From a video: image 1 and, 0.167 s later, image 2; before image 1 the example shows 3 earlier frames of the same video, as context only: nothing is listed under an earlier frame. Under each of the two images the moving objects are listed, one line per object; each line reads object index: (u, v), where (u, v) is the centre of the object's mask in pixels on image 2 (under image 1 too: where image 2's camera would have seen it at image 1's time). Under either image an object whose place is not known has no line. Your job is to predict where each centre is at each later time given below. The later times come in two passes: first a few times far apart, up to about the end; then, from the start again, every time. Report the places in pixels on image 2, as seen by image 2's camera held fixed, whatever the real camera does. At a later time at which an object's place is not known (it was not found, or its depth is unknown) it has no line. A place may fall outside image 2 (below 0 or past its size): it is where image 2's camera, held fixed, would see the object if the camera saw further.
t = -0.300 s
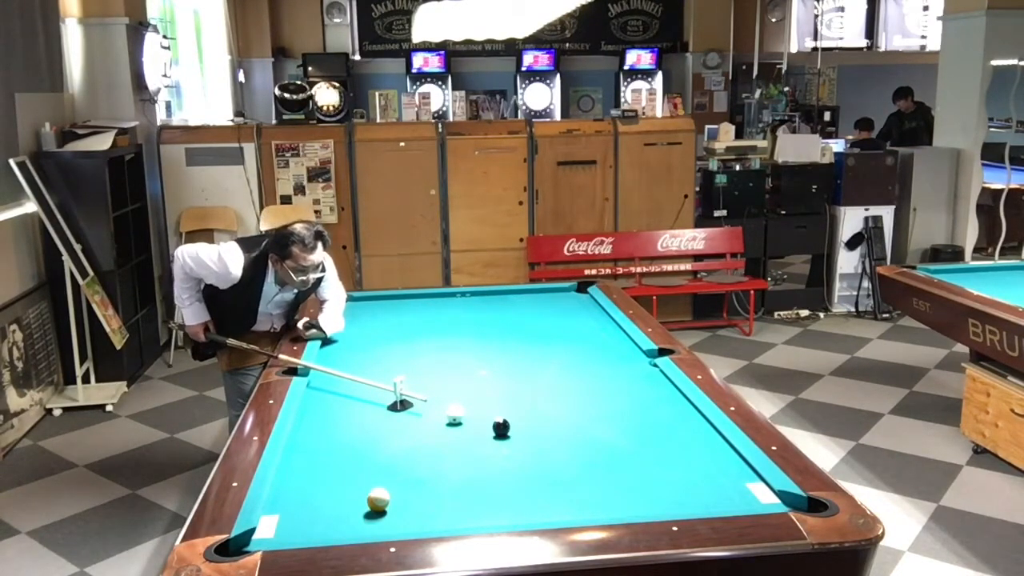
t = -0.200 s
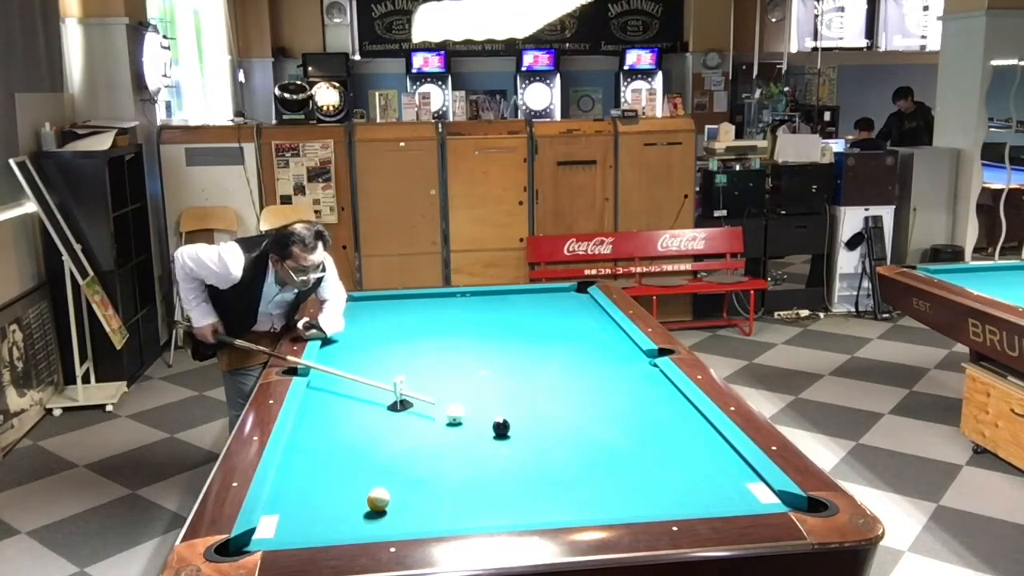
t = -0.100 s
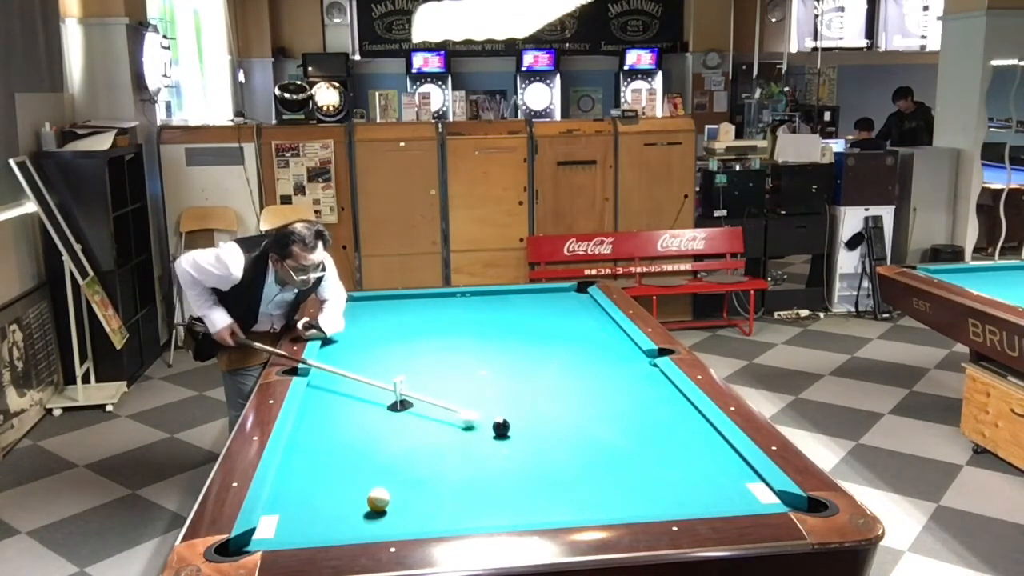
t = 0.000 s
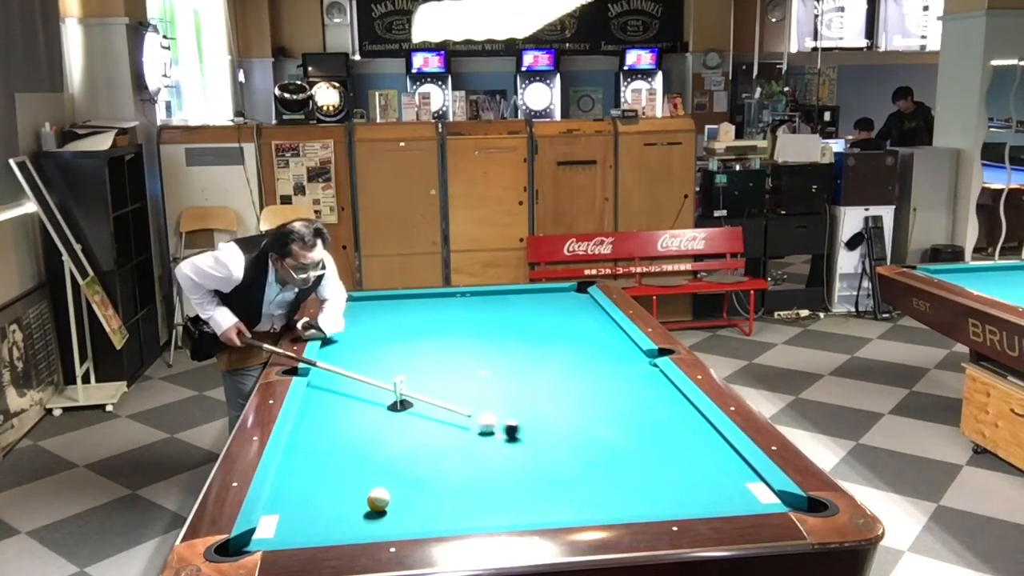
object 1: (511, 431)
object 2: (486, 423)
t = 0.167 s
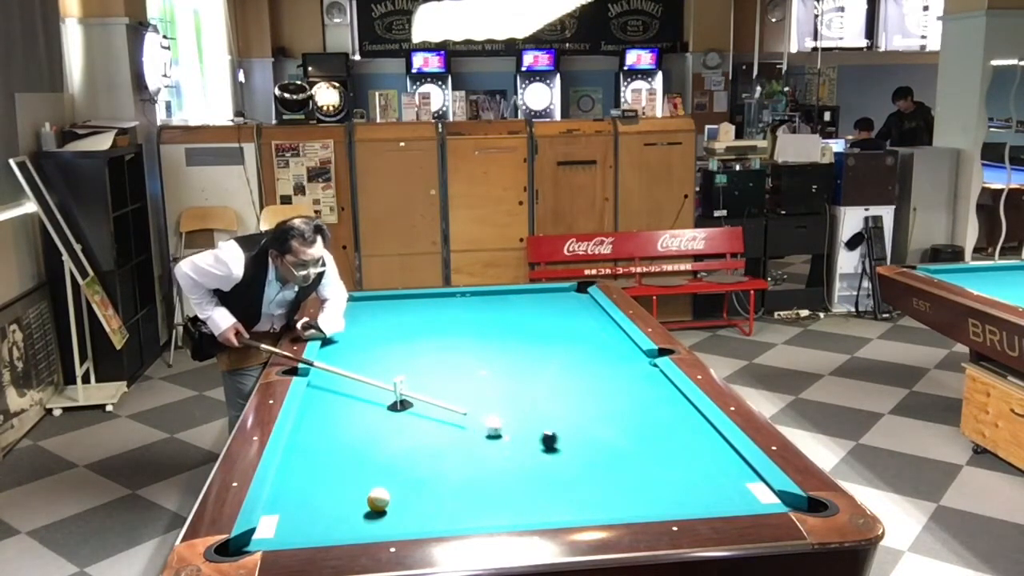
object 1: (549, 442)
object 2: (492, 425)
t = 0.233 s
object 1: (562, 446)
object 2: (497, 427)
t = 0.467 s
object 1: (613, 459)
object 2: (510, 432)
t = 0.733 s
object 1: (674, 476)
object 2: (524, 438)
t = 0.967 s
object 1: (728, 488)
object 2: (535, 442)
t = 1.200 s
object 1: (788, 502)
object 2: (546, 446)
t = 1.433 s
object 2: (556, 450)
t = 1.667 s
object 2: (566, 453)
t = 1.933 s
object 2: (576, 457)
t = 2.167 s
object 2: (584, 460)
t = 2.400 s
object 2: (591, 463)
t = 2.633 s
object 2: (597, 465)
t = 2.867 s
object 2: (603, 467)
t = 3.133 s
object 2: (608, 469)
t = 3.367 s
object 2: (612, 470)
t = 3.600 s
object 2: (614, 470)
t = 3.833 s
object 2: (616, 471)
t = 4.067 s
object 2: (616, 471)
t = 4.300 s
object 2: (615, 471)
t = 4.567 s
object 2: (615, 471)
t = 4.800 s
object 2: (616, 471)
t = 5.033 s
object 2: (616, 471)
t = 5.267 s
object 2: (616, 471)
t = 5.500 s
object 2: (616, 471)
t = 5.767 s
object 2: (616, 471)
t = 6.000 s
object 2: (616, 471)
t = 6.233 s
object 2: (616, 471)
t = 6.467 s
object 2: (616, 471)
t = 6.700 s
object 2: (616, 471)
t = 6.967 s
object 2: (615, 471)
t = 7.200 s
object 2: (615, 472)
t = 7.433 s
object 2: (616, 472)
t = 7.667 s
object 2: (615, 472)
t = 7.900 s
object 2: (616, 472)
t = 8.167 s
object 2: (616, 472)
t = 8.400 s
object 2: (616, 472)
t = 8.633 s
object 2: (616, 472)
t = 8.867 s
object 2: (616, 472)
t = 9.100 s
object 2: (616, 471)
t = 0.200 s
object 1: (556, 444)
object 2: (495, 426)
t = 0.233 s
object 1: (562, 446)
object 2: (497, 427)
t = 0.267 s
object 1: (570, 447)
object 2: (499, 428)
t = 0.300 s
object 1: (577, 450)
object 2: (501, 428)
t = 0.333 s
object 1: (584, 452)
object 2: (503, 429)
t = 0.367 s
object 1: (591, 453)
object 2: (505, 430)
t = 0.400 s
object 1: (598, 455)
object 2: (506, 430)
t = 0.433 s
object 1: (606, 457)
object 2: (508, 431)
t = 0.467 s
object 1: (613, 459)
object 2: (510, 432)
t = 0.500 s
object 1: (621, 461)
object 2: (511, 432)
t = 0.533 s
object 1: (628, 464)
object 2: (513, 432)
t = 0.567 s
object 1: (635, 465)
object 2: (515, 434)
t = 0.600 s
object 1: (643, 467)
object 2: (517, 435)
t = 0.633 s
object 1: (651, 469)
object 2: (518, 435)
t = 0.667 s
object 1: (658, 471)
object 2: (520, 436)
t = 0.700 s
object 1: (666, 473)
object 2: (522, 437)
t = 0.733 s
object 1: (674, 476)
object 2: (524, 438)
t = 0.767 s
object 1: (682, 478)
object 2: (525, 438)
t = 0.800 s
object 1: (690, 480)
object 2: (527, 439)
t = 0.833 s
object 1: (698, 482)
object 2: (529, 439)
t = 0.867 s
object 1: (706, 484)
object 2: (530, 440)
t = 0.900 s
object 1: (714, 486)
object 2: (532, 440)
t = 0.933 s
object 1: (720, 486)
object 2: (533, 441)
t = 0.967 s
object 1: (728, 488)
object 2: (535, 442)
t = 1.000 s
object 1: (736, 491)
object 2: (536, 442)
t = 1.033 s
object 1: (745, 493)
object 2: (538, 443)
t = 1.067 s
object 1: (753, 494)
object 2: (539, 443)
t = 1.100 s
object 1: (762, 497)
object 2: (541, 444)
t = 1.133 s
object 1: (771, 498)
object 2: (543, 445)
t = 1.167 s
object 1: (778, 500)
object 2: (544, 446)
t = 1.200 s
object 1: (788, 502)
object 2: (546, 446)
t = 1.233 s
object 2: (547, 447)
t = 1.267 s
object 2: (549, 447)
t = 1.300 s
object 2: (550, 448)
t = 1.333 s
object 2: (552, 448)
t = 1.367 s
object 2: (553, 449)
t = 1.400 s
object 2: (554, 449)
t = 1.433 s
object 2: (556, 450)
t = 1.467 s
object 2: (557, 450)
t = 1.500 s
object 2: (559, 451)
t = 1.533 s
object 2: (560, 451)
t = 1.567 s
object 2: (562, 452)
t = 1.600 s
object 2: (563, 452)
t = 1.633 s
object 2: (565, 453)
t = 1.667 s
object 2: (566, 453)
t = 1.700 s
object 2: (567, 454)
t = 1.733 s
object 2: (568, 454)
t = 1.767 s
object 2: (570, 455)
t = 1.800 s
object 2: (571, 455)
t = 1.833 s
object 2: (572, 455)
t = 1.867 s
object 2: (574, 456)
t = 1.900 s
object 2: (575, 456)
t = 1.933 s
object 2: (576, 457)
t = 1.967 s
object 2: (577, 457)
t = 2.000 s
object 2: (579, 458)
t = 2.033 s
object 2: (580, 458)
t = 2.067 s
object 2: (581, 459)
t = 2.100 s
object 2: (582, 459)
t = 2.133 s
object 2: (583, 459)
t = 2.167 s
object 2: (584, 460)
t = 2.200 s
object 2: (585, 460)
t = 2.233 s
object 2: (586, 461)
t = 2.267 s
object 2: (587, 461)
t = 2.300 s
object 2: (588, 461)
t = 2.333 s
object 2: (589, 462)
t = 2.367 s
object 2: (590, 462)
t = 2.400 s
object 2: (591, 463)
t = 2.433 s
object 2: (592, 463)
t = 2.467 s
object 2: (593, 463)
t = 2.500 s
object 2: (594, 463)
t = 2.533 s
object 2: (595, 464)
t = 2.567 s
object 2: (596, 464)
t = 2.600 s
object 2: (597, 465)
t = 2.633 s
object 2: (597, 465)
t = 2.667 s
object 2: (598, 466)
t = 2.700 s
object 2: (599, 466)
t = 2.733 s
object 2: (600, 466)
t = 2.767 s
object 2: (601, 466)
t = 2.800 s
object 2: (601, 466)
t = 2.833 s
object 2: (602, 467)
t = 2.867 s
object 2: (603, 467)
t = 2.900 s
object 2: (604, 467)
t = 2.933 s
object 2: (605, 468)
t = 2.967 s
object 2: (605, 468)
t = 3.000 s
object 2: (606, 468)
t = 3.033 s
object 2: (607, 468)
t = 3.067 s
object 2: (607, 468)
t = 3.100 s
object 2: (608, 469)
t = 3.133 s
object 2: (608, 469)
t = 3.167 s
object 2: (609, 469)
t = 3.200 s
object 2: (609, 469)
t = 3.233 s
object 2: (610, 469)
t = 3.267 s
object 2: (610, 469)
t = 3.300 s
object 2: (611, 470)
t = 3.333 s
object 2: (611, 470)
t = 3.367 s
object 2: (612, 470)
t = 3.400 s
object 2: (612, 470)
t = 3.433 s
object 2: (612, 470)
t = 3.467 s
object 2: (613, 470)
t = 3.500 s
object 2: (613, 470)
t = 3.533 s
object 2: (613, 470)
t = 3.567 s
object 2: (614, 470)
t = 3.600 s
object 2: (614, 470)
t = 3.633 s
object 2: (614, 470)
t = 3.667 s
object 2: (615, 471)
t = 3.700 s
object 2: (615, 471)
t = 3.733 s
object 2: (615, 471)
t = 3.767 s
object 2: (615, 471)
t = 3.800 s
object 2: (615, 471)
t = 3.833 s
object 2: (616, 471)
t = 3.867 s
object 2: (615, 471)
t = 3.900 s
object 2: (616, 471)
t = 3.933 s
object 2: (616, 471)
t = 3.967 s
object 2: (616, 471)
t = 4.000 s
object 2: (616, 471)
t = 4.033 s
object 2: (616, 471)
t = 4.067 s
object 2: (616, 471)
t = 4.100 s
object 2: (616, 471)
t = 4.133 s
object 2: (615, 471)
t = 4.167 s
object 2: (615, 471)
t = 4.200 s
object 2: (615, 471)
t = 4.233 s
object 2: (615, 471)
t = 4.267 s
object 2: (615, 471)
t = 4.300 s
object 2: (615, 471)
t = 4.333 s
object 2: (615, 471)
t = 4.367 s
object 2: (615, 471)
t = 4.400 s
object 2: (615, 471)
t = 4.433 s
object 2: (615, 471)
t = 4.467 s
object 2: (615, 471)
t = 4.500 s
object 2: (615, 471)
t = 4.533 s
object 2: (615, 471)
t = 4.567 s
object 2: (615, 471)
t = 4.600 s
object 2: (616, 471)
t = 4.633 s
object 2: (616, 471)
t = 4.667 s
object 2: (615, 471)
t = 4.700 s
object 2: (615, 471)
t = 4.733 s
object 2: (616, 471)
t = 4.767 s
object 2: (616, 471)
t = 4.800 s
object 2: (616, 471)
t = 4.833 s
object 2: (616, 471)
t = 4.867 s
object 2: (616, 471)
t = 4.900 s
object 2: (616, 471)
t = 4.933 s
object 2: (616, 471)
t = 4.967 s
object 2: (616, 471)
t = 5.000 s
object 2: (616, 471)
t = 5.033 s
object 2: (616, 471)
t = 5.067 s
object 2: (616, 471)
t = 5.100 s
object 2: (616, 471)
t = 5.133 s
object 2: (616, 471)
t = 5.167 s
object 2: (616, 471)
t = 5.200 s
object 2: (616, 471)
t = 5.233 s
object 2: (616, 471)
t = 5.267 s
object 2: (616, 471)
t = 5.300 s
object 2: (616, 471)
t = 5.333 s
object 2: (616, 471)
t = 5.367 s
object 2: (616, 471)
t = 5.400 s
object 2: (616, 471)
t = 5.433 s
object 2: (616, 471)
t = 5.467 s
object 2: (616, 471)
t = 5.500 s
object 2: (616, 471)
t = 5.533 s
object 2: (616, 471)
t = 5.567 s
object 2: (616, 471)
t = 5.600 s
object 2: (616, 471)
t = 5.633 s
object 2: (616, 471)
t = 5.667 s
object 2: (616, 471)
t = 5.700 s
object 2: (616, 471)
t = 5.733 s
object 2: (616, 471)
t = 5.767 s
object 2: (616, 471)
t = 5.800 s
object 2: (616, 471)
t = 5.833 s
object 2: (616, 471)
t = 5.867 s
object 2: (616, 471)
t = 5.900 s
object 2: (616, 471)
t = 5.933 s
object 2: (616, 471)
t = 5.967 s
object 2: (616, 471)
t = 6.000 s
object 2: (616, 471)
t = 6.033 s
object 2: (616, 471)
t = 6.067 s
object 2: (616, 471)
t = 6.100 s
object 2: (616, 471)
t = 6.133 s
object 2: (616, 471)
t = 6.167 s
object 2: (616, 471)
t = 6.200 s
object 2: (616, 471)
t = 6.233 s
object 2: (616, 471)
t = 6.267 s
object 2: (616, 471)
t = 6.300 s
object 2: (616, 471)
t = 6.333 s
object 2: (616, 471)
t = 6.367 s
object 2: (616, 471)
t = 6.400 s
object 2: (616, 471)
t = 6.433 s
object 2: (616, 471)
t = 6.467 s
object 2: (616, 471)
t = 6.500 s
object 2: (616, 471)
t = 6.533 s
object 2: (616, 471)
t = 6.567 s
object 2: (616, 471)
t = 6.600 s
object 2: (616, 471)
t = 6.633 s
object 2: (616, 471)
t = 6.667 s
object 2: (616, 471)
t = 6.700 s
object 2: (616, 471)
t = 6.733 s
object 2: (616, 471)
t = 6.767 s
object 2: (615, 471)
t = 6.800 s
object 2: (615, 471)
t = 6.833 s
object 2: (616, 471)
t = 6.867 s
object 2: (616, 471)
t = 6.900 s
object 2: (615, 471)
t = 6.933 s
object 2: (615, 471)
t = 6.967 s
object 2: (615, 471)
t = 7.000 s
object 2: (615, 471)
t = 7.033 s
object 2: (615, 471)
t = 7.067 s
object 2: (615, 471)
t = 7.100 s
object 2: (615, 471)
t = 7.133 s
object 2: (615, 471)
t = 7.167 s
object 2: (616, 471)
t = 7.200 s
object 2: (615, 472)
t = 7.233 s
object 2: (615, 472)
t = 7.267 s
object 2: (615, 472)
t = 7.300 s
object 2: (616, 471)
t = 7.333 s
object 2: (616, 472)
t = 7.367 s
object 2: (616, 472)
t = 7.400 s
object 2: (615, 472)
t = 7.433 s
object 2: (616, 472)
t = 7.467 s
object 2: (616, 472)
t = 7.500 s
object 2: (616, 472)
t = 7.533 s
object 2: (616, 472)
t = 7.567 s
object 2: (616, 472)
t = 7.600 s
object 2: (616, 472)
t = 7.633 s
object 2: (616, 472)
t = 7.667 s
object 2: (615, 472)
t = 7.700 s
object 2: (616, 472)
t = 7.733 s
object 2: (616, 472)
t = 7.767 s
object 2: (616, 472)
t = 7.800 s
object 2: (616, 472)
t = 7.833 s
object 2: (616, 472)
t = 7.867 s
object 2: (616, 472)
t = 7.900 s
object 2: (616, 472)
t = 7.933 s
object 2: (616, 472)
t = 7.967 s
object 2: (616, 472)
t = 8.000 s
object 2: (616, 472)
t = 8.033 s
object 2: (616, 472)
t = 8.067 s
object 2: (616, 472)
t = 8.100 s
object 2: (616, 472)
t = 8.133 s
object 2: (616, 472)
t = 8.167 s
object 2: (616, 472)
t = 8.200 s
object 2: (616, 472)
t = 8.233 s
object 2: (616, 472)
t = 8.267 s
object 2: (616, 472)
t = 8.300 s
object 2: (616, 472)
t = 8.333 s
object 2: (616, 472)
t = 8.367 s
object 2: (616, 471)
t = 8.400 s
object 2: (616, 472)
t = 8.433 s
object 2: (616, 472)
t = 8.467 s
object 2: (616, 472)
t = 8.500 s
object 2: (616, 472)
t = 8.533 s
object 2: (616, 472)
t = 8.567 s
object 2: (616, 472)
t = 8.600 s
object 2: (616, 472)
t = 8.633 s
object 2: (616, 472)
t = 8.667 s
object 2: (616, 472)
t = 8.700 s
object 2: (616, 472)
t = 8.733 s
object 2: (616, 472)
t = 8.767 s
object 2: (616, 472)
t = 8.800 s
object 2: (616, 472)
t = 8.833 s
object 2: (616, 472)
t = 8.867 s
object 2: (616, 472)
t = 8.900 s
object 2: (616, 472)
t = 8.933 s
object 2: (616, 471)
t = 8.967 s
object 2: (616, 471)
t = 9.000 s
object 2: (616, 472)
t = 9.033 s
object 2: (616, 472)
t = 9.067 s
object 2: (616, 471)
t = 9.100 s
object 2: (616, 471)
